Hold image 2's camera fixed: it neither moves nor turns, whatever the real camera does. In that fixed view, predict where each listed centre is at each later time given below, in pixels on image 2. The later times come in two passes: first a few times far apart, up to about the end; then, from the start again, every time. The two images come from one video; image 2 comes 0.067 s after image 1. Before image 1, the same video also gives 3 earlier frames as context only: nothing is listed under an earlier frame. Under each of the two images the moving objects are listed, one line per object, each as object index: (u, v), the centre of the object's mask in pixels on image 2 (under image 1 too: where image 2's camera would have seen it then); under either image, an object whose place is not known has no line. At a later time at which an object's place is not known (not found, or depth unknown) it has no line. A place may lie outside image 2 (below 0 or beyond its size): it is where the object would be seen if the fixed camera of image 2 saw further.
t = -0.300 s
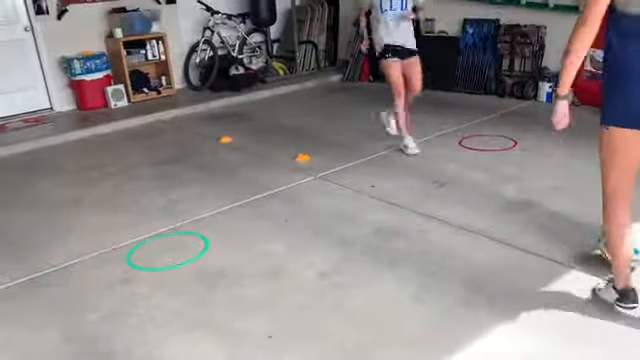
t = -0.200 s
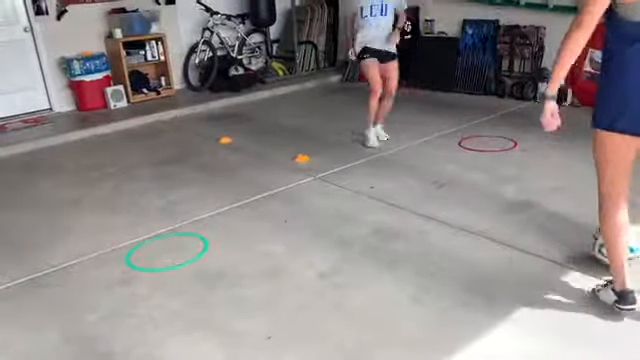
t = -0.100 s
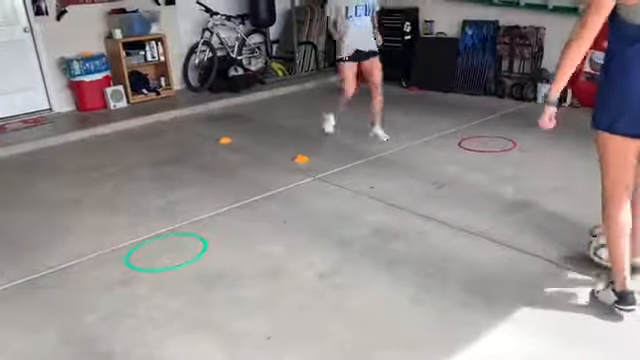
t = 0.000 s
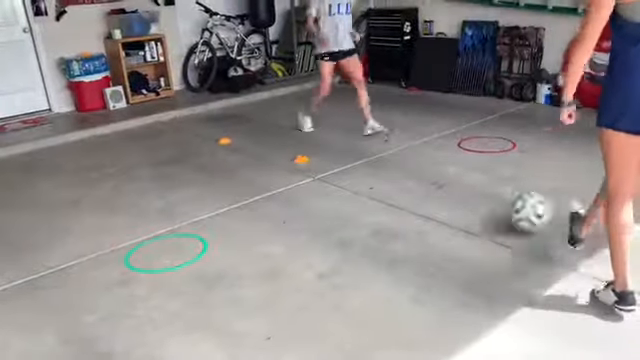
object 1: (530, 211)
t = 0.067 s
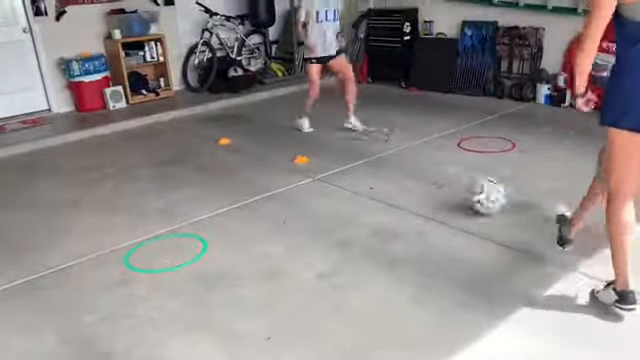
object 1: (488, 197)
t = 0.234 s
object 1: (412, 168)
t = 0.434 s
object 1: (358, 146)
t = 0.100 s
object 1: (468, 189)
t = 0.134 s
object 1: (452, 183)
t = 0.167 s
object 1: (437, 177)
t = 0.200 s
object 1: (424, 173)
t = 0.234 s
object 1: (412, 168)
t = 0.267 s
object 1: (401, 163)
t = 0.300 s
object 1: (391, 160)
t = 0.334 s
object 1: (382, 155)
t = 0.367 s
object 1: (373, 153)
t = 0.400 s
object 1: (365, 149)
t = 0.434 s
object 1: (358, 146)
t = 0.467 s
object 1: (350, 143)
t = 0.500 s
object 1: (343, 141)
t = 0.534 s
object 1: (337, 138)
